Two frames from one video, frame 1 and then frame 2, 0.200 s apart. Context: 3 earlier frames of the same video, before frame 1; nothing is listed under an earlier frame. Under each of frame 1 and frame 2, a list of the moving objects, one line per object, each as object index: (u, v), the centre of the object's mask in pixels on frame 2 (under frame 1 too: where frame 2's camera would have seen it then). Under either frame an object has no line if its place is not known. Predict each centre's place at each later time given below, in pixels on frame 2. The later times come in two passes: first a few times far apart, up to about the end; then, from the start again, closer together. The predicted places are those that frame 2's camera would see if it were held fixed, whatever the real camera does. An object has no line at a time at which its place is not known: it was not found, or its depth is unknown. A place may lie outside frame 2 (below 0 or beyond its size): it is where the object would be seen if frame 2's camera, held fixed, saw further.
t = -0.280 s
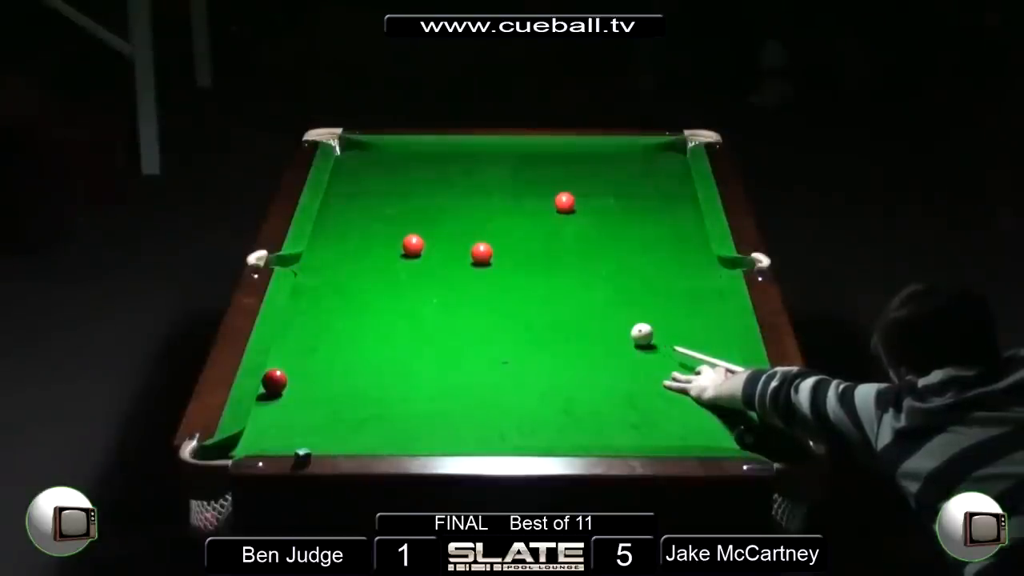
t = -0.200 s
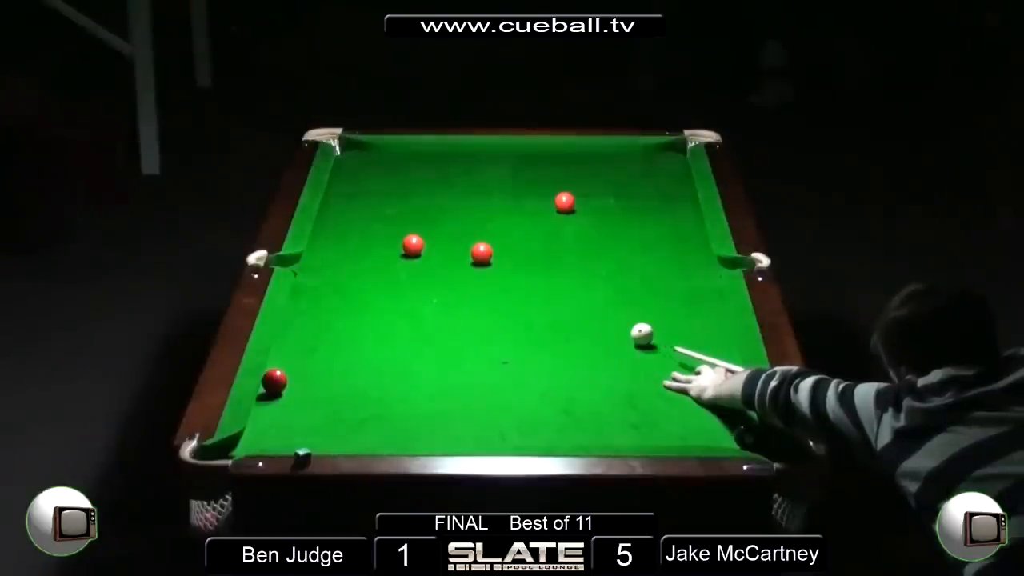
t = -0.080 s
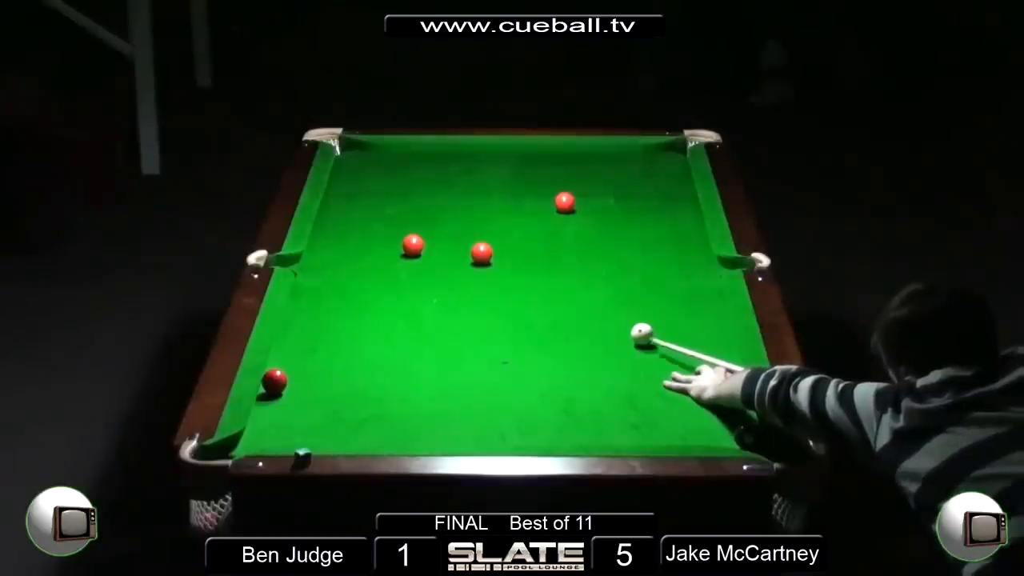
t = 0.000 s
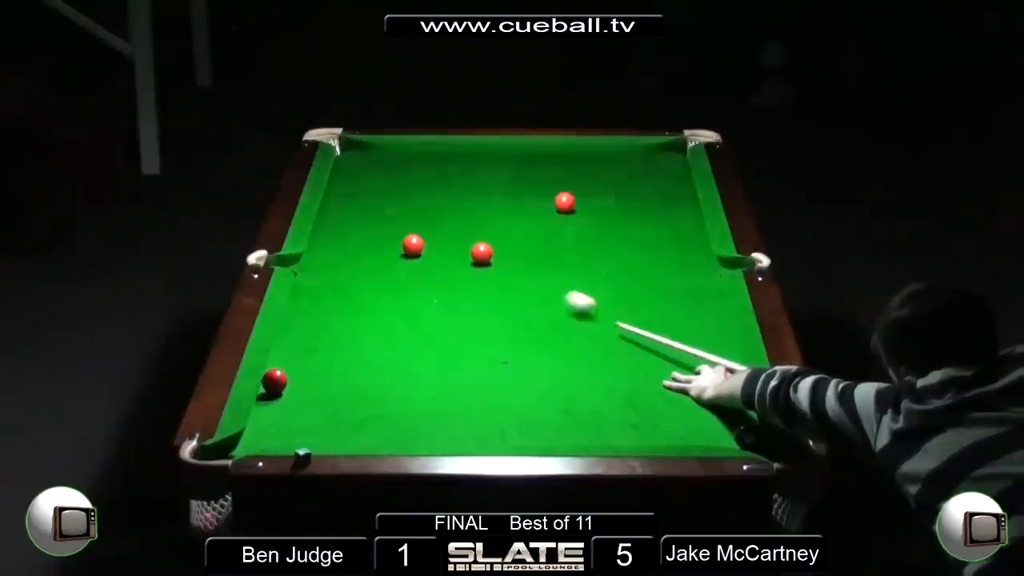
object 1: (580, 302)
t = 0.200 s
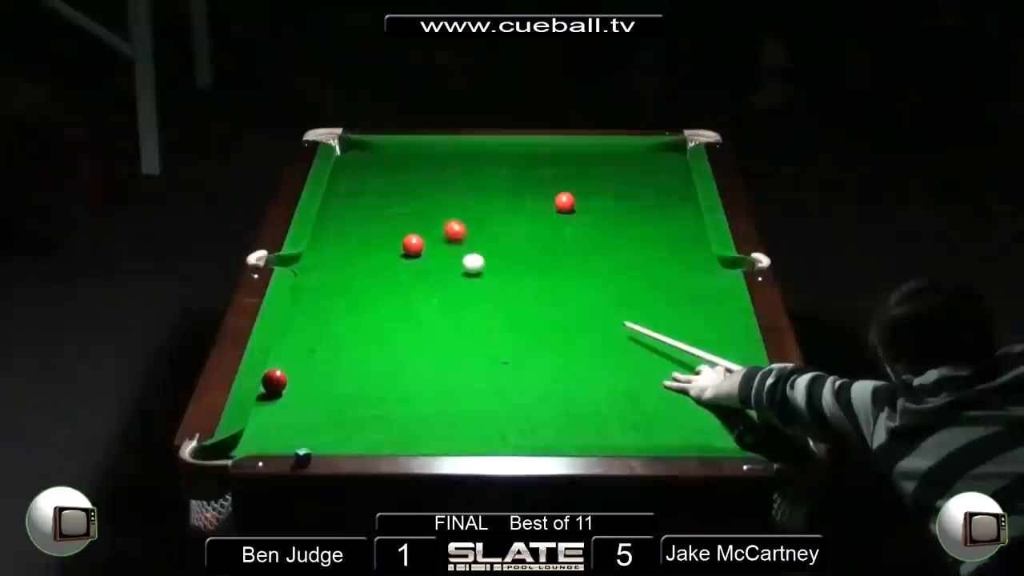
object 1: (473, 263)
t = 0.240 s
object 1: (466, 265)
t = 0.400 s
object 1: (437, 270)
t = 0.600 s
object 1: (401, 276)
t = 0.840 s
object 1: (360, 284)
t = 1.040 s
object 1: (327, 290)
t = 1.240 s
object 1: (302, 296)
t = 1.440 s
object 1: (319, 301)
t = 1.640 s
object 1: (334, 306)
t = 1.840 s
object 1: (347, 310)
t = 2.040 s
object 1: (359, 314)
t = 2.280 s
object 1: (372, 319)
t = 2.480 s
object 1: (380, 322)
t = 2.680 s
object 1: (387, 325)
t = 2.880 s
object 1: (392, 327)
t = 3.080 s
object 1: (396, 329)
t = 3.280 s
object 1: (399, 331)
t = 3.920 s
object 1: (401, 333)
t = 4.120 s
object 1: (401, 333)
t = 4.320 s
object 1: (401, 333)
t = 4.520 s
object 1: (401, 333)
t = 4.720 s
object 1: (401, 333)
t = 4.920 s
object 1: (401, 333)
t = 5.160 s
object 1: (401, 333)
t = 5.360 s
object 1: (401, 333)
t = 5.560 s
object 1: (401, 333)
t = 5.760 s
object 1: (401, 333)
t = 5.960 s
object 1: (401, 333)
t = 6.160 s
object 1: (401, 333)
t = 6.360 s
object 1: (401, 333)
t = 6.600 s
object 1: (401, 333)
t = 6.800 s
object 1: (401, 333)
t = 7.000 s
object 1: (401, 333)
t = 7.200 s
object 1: (401, 333)
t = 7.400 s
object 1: (401, 333)
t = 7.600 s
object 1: (401, 333)
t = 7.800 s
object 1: (401, 333)
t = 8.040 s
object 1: (401, 333)
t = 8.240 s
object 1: (401, 333)
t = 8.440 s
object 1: (401, 333)
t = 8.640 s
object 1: (401, 333)
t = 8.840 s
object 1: (401, 333)
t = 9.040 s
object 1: (401, 333)
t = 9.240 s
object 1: (401, 333)
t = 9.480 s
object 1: (401, 333)
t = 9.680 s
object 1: (401, 333)
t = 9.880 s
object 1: (401, 333)
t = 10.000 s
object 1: (401, 333)
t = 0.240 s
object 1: (466, 265)
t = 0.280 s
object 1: (459, 266)
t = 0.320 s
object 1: (451, 267)
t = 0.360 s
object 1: (444, 269)
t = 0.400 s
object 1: (437, 270)
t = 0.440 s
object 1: (430, 271)
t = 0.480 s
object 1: (423, 272)
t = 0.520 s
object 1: (415, 274)
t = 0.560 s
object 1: (408, 275)
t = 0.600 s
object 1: (401, 276)
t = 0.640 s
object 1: (394, 277)
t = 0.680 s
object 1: (387, 279)
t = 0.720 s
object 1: (380, 280)
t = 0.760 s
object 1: (373, 281)
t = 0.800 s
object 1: (367, 282)
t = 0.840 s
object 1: (360, 284)
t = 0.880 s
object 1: (353, 285)
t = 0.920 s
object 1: (347, 286)
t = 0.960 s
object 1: (340, 287)
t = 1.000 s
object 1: (333, 289)
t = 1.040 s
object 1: (327, 290)
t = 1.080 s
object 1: (320, 291)
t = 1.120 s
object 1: (314, 292)
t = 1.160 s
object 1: (307, 294)
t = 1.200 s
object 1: (301, 295)
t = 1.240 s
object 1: (302, 296)
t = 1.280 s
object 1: (306, 297)
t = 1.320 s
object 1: (310, 298)
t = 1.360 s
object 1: (313, 299)
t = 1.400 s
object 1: (316, 300)
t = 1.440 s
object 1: (319, 301)
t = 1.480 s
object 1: (322, 302)
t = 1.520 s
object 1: (325, 303)
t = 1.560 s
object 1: (328, 304)
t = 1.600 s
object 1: (331, 305)
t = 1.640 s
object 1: (334, 306)
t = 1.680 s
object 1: (337, 307)
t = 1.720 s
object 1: (340, 308)
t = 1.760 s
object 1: (342, 308)
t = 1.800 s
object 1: (345, 309)
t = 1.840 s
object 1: (347, 310)
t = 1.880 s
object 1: (350, 311)
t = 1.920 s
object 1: (353, 312)
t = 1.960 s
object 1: (355, 313)
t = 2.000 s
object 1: (357, 313)
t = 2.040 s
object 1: (359, 314)
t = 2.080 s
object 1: (362, 315)
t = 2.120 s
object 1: (364, 316)
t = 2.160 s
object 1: (366, 316)
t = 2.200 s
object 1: (368, 317)
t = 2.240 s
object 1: (370, 318)
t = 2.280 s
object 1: (372, 319)
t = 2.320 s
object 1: (373, 319)
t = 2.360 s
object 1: (375, 320)
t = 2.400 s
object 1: (377, 320)
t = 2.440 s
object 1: (379, 321)
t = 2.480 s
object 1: (380, 322)
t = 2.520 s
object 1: (382, 322)
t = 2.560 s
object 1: (383, 323)
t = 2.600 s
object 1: (384, 324)
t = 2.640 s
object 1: (386, 324)
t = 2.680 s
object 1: (387, 325)
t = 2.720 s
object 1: (388, 325)
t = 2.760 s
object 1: (390, 325)
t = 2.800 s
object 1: (390, 326)
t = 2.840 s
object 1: (392, 326)
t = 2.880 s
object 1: (392, 327)
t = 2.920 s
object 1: (393, 328)
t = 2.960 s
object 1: (394, 328)
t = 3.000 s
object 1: (395, 328)
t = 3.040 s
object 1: (396, 329)
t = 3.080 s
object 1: (396, 329)
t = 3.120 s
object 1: (397, 330)
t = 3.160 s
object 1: (397, 330)
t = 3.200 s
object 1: (398, 326)
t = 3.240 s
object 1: (399, 330)
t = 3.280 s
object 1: (399, 331)
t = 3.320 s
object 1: (395, 329)
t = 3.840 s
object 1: (402, 332)
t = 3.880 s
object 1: (401, 333)
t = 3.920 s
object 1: (401, 333)
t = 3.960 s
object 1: (401, 333)
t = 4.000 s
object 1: (401, 333)
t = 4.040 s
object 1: (401, 333)
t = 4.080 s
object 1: (401, 333)
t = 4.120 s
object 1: (401, 333)
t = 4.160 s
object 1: (401, 333)
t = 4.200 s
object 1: (401, 333)
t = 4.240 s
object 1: (401, 333)
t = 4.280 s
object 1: (401, 333)
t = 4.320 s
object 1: (401, 333)
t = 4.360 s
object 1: (401, 333)
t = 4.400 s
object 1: (401, 333)
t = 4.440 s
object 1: (401, 333)
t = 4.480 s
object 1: (401, 333)
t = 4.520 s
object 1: (401, 333)
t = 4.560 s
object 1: (401, 333)
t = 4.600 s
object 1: (401, 333)
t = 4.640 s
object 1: (401, 333)
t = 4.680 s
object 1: (401, 333)
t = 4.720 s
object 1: (401, 333)
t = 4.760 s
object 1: (401, 333)
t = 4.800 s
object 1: (401, 333)
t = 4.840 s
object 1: (401, 333)
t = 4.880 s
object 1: (401, 333)
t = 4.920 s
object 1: (401, 333)
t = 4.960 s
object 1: (401, 333)
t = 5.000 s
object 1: (401, 333)
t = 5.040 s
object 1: (401, 333)
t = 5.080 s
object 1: (401, 333)
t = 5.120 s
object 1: (401, 333)
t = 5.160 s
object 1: (401, 333)
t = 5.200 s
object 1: (401, 333)
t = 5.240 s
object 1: (401, 333)
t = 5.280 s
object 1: (401, 333)
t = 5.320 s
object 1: (401, 333)
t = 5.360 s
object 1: (401, 333)
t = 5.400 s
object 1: (401, 333)
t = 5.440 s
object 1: (401, 333)
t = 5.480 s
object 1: (401, 333)
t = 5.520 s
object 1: (401, 333)
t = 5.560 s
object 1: (401, 333)
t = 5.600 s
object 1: (401, 333)
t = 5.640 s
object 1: (401, 333)
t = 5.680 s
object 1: (401, 333)
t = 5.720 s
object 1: (401, 333)
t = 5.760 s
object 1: (401, 333)
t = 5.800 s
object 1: (401, 333)
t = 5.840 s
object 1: (401, 333)
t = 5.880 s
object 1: (401, 333)
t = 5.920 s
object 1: (401, 333)
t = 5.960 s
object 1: (401, 333)
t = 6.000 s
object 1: (401, 333)
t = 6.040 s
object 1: (401, 333)
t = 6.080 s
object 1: (401, 333)
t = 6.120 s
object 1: (401, 333)
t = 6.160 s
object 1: (401, 333)
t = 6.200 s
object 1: (401, 333)
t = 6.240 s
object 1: (401, 333)
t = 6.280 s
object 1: (401, 333)
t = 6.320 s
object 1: (401, 333)
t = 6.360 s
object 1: (401, 333)
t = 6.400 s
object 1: (401, 333)
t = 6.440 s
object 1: (401, 333)
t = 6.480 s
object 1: (401, 333)
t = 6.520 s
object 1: (401, 333)
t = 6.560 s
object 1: (401, 333)
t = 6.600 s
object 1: (401, 333)
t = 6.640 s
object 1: (401, 333)
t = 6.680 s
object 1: (401, 333)
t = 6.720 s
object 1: (401, 333)
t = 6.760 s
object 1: (401, 333)
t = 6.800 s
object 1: (401, 333)
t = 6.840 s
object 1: (401, 333)
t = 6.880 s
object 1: (401, 333)
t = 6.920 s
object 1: (401, 333)
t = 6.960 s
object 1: (401, 333)
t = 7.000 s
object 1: (401, 333)
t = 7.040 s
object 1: (401, 333)
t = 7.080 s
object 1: (401, 333)
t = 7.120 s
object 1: (401, 333)
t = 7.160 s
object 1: (401, 333)
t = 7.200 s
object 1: (401, 333)
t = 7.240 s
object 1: (401, 333)
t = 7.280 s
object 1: (401, 333)
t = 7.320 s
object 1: (401, 333)
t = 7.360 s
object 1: (401, 333)
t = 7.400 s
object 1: (401, 333)
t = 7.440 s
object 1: (401, 333)
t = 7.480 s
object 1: (401, 333)
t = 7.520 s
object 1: (401, 333)
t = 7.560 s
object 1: (401, 333)
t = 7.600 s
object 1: (401, 333)
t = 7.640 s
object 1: (401, 333)
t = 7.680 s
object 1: (401, 333)
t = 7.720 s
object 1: (401, 333)
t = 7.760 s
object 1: (401, 333)
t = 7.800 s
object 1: (401, 333)
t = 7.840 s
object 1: (401, 333)
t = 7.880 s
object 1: (401, 333)
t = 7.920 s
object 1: (401, 333)
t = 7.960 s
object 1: (401, 333)
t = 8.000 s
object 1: (401, 333)
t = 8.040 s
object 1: (401, 333)
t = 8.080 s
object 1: (401, 333)
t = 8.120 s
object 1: (401, 333)
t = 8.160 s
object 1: (401, 333)
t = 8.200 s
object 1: (401, 333)
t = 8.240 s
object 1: (401, 333)
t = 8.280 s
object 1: (401, 333)
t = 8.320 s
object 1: (401, 333)
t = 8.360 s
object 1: (401, 333)
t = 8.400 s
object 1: (401, 333)
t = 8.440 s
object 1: (401, 333)
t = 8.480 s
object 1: (401, 333)
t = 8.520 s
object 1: (401, 333)
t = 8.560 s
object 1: (401, 333)
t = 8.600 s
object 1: (401, 333)
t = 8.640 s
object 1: (401, 333)
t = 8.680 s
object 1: (401, 333)
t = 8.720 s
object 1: (401, 333)
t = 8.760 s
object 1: (401, 333)
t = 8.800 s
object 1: (401, 333)
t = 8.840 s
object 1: (401, 333)
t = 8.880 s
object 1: (401, 333)
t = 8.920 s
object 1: (401, 333)
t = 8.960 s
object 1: (401, 333)
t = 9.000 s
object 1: (401, 333)
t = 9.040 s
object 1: (401, 333)
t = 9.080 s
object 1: (401, 333)
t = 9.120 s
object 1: (401, 333)
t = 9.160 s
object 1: (401, 333)
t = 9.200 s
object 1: (401, 333)
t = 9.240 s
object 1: (401, 333)
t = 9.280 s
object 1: (401, 333)
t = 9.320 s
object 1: (401, 333)
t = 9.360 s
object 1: (401, 333)
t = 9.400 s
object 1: (401, 333)
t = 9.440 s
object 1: (401, 333)
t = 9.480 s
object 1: (401, 333)
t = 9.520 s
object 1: (401, 333)
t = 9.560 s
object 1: (401, 333)
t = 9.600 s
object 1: (401, 333)
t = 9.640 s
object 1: (401, 333)
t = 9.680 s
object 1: (401, 333)
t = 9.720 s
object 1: (401, 333)
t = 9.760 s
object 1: (401, 333)
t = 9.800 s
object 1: (401, 333)
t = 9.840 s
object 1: (401, 333)
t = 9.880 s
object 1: (401, 333)
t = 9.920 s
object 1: (401, 333)
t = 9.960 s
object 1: (401, 333)
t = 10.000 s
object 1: (401, 333)
